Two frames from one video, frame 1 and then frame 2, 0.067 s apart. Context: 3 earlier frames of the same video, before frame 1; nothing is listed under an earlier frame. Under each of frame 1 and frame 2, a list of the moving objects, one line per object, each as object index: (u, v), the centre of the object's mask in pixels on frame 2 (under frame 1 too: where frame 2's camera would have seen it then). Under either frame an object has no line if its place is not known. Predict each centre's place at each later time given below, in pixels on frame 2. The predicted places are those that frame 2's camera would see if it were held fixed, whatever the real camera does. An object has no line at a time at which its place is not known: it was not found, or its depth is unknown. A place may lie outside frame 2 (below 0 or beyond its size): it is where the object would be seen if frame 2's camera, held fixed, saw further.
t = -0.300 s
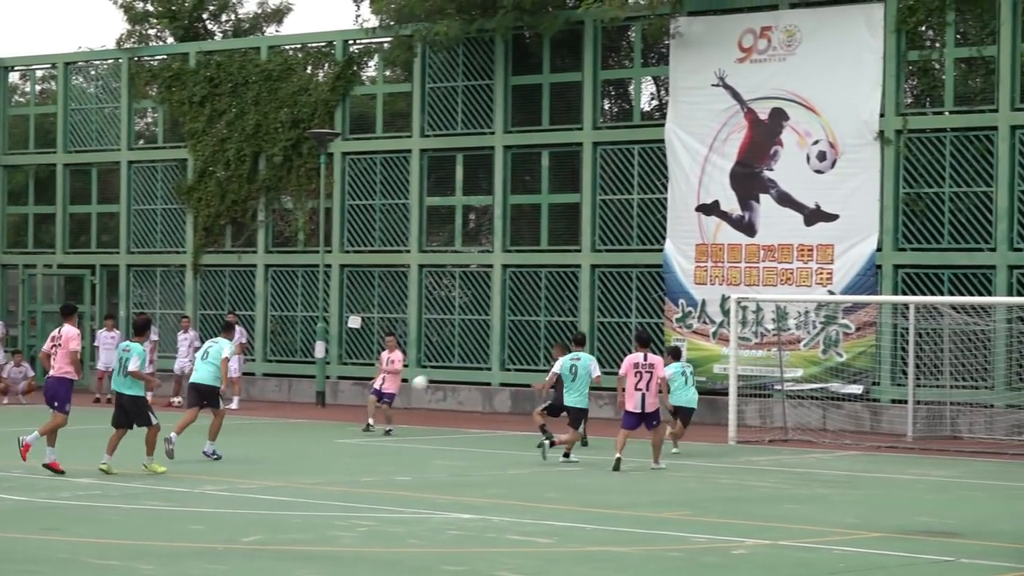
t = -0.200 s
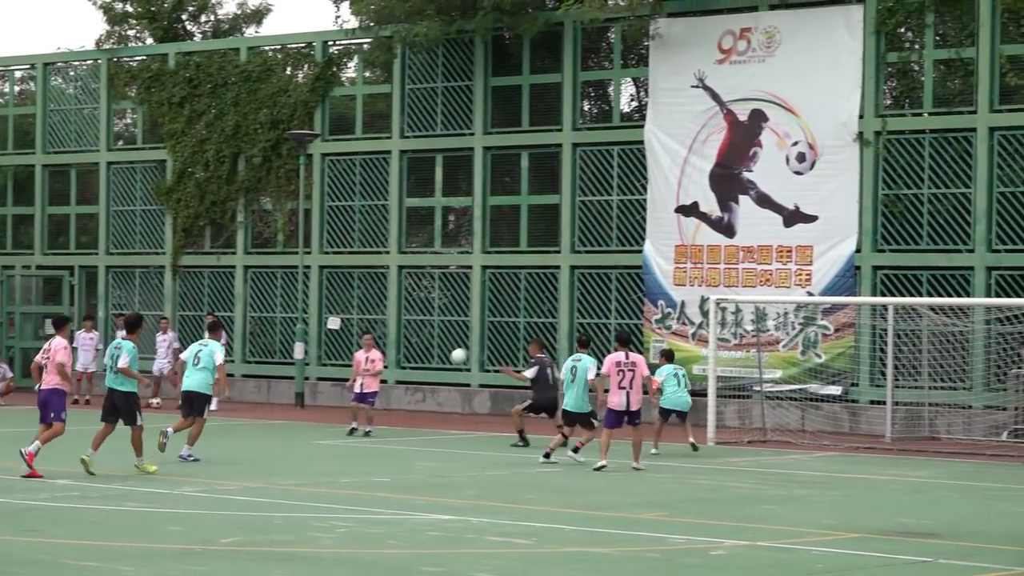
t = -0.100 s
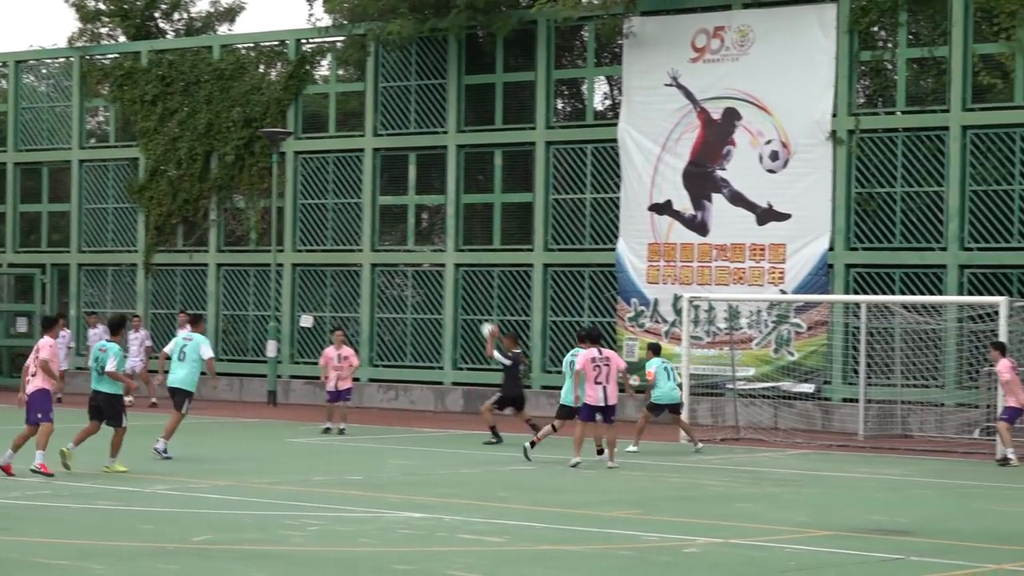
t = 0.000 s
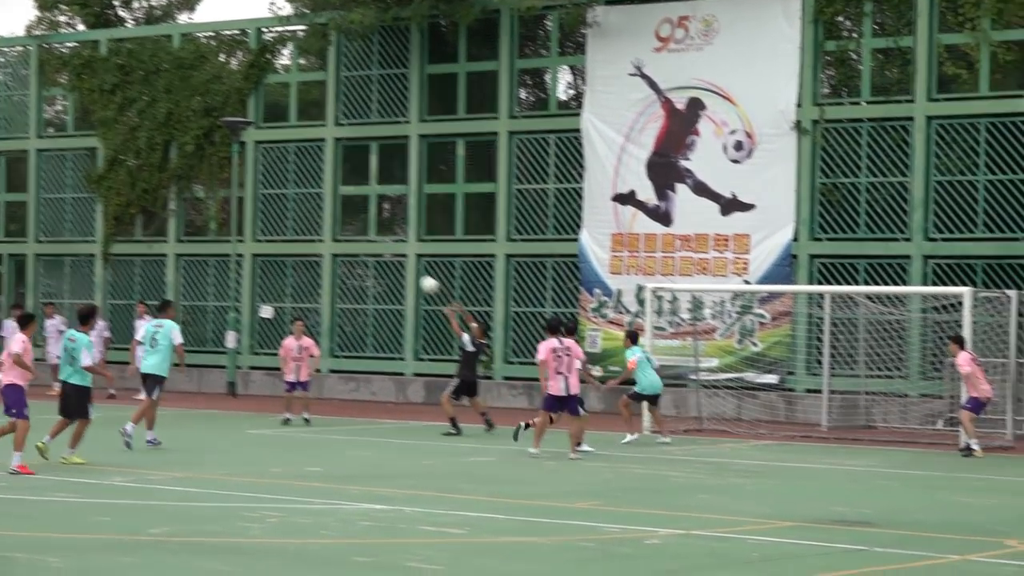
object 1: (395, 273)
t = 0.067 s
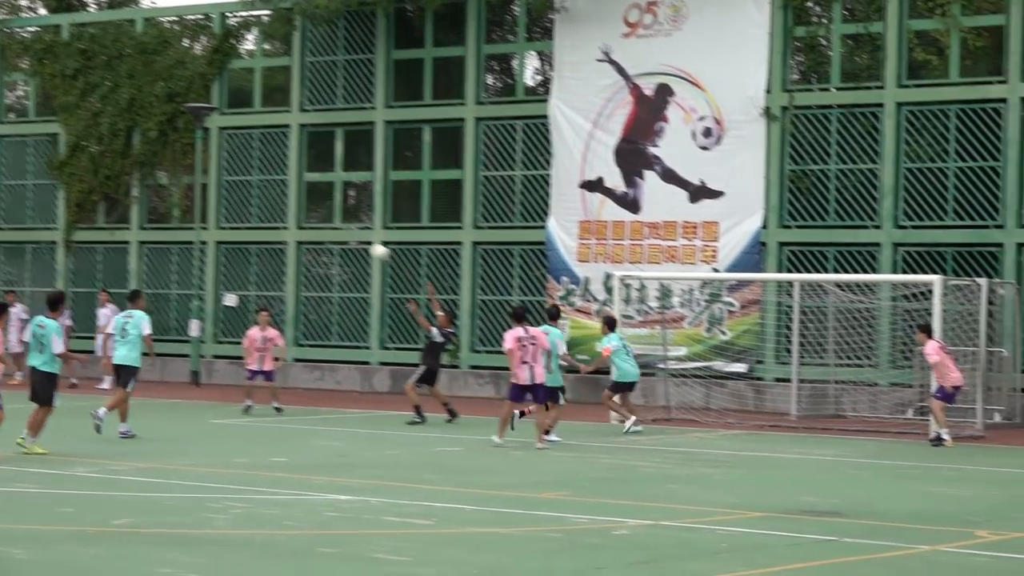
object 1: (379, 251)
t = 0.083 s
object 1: (375, 247)
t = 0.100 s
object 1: (370, 242)
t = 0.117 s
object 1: (367, 239)
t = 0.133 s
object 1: (363, 235)
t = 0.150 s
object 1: (358, 229)
